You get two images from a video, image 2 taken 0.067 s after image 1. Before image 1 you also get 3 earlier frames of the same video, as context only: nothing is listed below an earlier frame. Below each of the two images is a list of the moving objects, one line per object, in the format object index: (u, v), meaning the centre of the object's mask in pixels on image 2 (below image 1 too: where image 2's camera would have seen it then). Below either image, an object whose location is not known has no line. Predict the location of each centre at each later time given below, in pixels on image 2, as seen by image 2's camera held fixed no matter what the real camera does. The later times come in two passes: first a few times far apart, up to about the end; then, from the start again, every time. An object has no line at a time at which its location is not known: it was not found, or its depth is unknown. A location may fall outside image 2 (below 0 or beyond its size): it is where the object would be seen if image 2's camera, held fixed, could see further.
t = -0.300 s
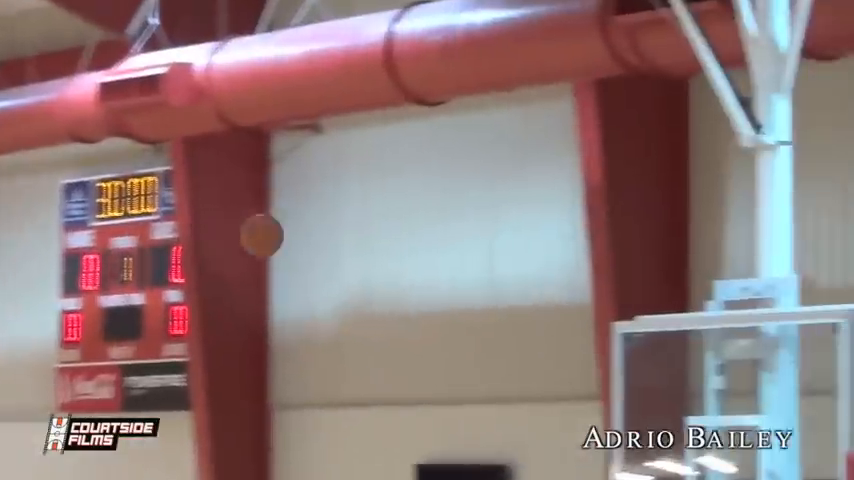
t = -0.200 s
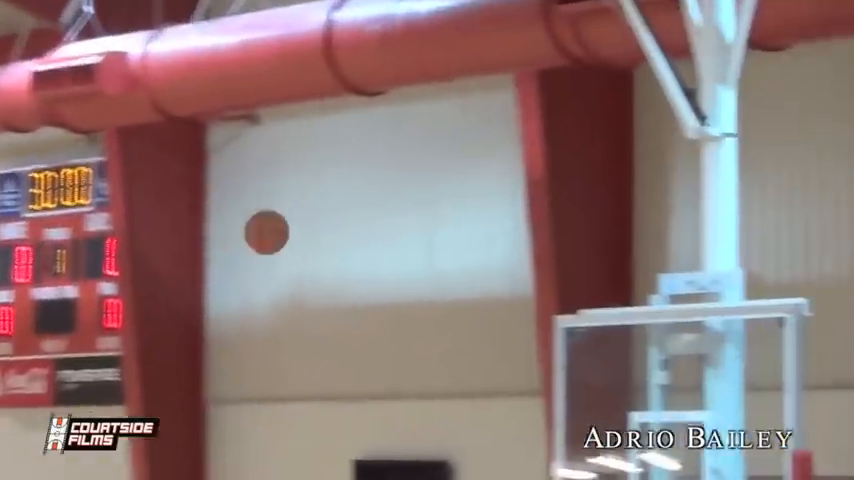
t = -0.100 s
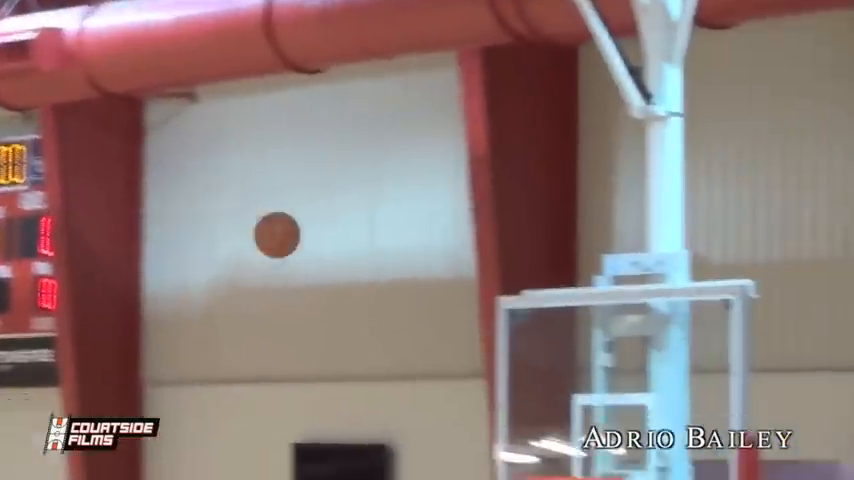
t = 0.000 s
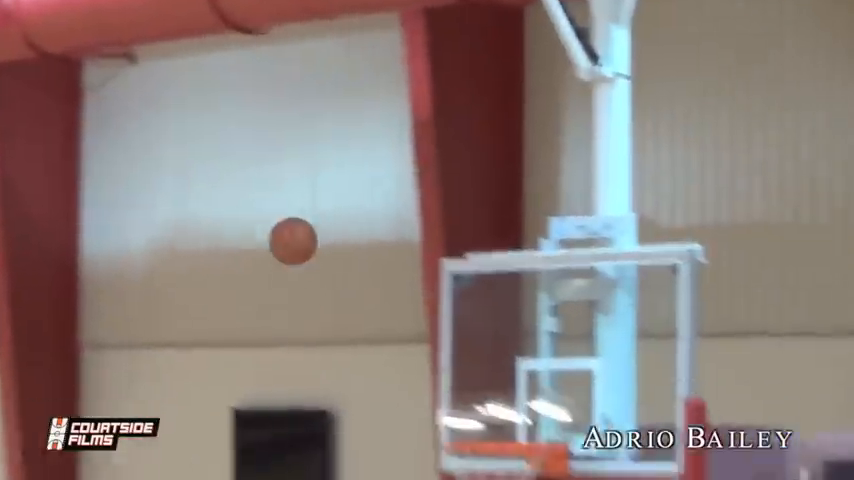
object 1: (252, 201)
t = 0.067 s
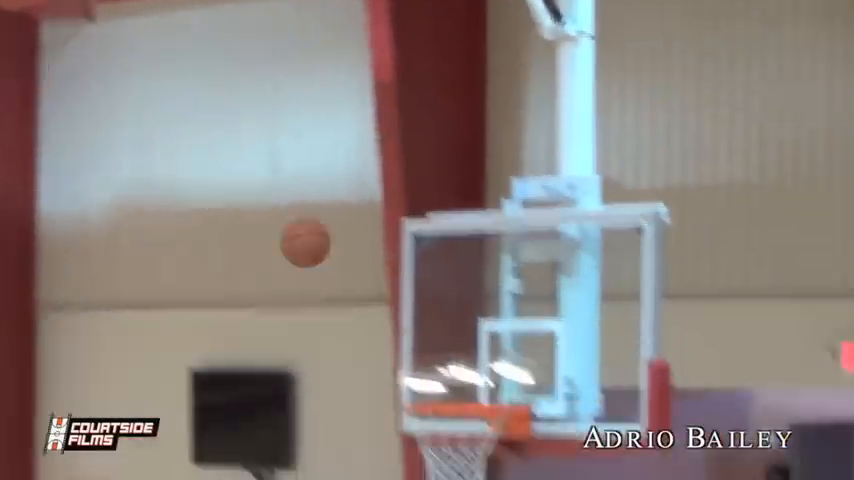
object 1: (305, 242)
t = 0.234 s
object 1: (442, 387)
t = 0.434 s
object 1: (502, 451)
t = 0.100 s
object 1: (332, 267)
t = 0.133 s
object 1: (358, 295)
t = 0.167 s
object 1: (385, 323)
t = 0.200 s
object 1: (413, 354)
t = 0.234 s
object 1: (442, 387)
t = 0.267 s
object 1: (469, 435)
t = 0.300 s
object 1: (489, 449)
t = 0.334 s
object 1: (495, 444)
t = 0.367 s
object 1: (497, 444)
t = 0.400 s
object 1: (501, 448)
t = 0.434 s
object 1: (502, 451)
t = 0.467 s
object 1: (504, 454)
